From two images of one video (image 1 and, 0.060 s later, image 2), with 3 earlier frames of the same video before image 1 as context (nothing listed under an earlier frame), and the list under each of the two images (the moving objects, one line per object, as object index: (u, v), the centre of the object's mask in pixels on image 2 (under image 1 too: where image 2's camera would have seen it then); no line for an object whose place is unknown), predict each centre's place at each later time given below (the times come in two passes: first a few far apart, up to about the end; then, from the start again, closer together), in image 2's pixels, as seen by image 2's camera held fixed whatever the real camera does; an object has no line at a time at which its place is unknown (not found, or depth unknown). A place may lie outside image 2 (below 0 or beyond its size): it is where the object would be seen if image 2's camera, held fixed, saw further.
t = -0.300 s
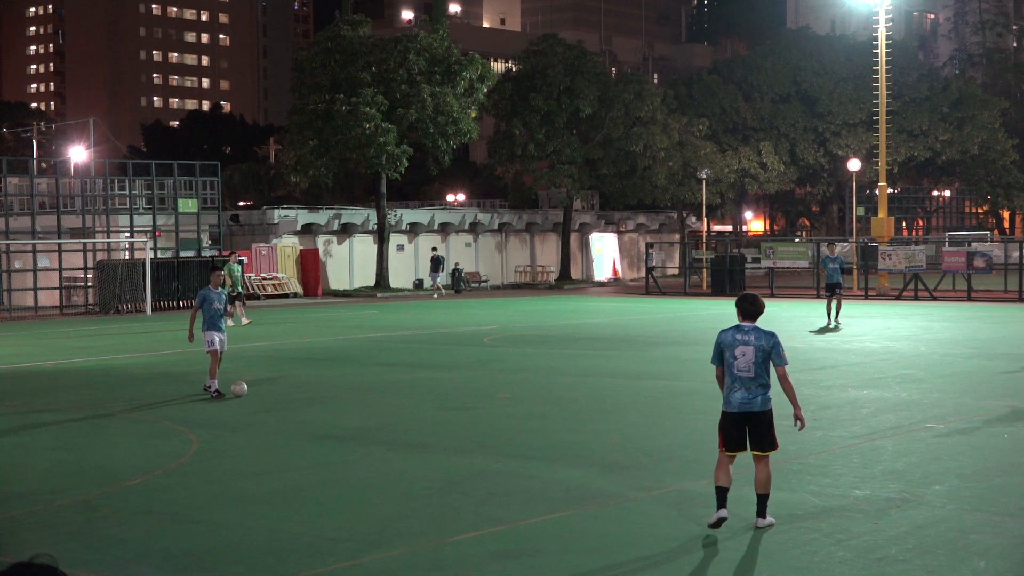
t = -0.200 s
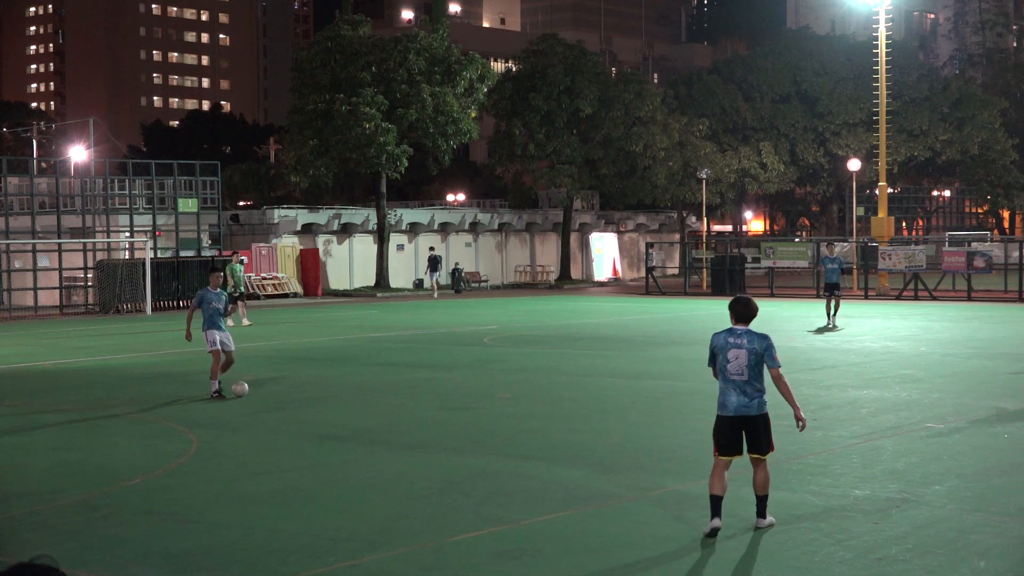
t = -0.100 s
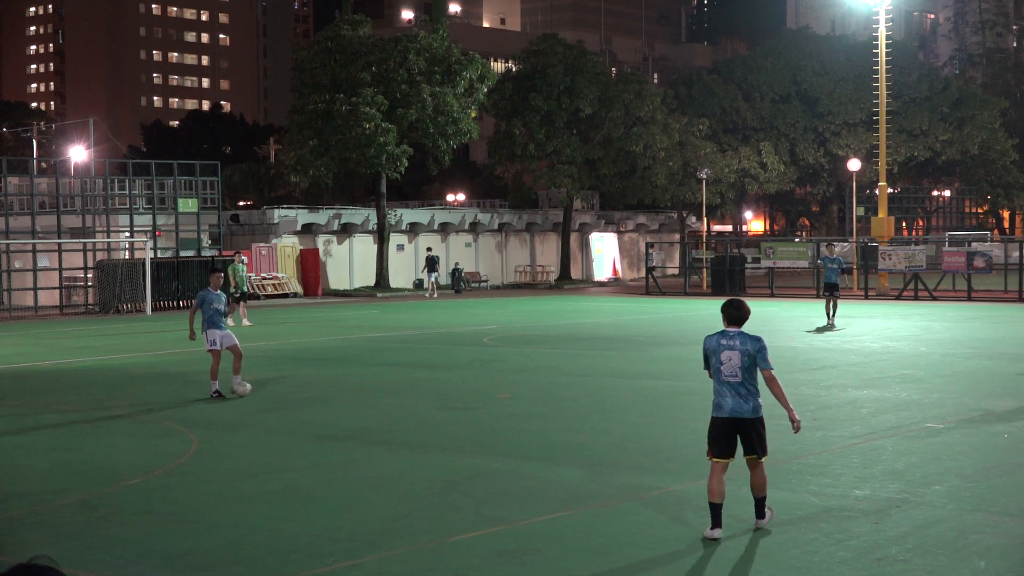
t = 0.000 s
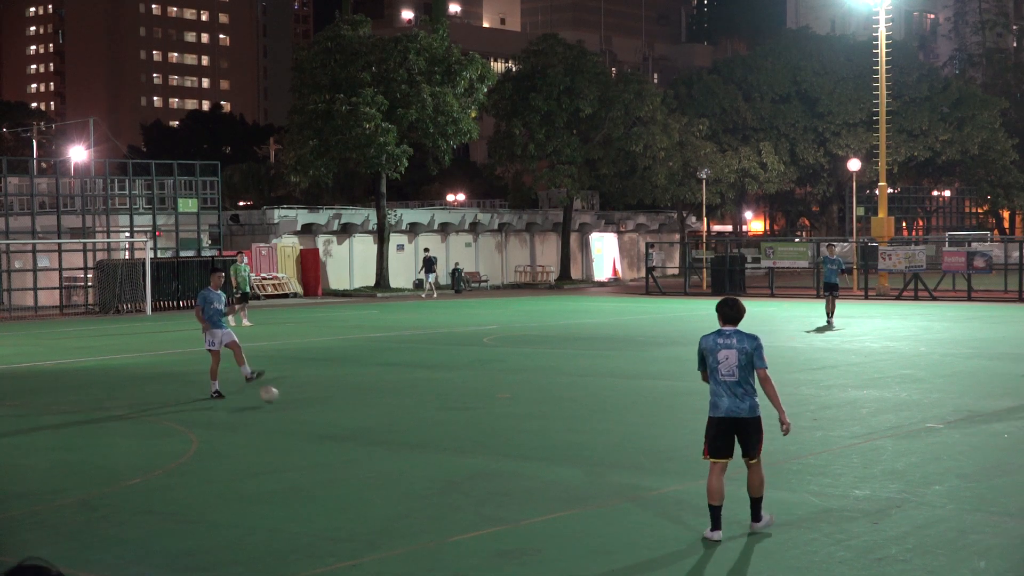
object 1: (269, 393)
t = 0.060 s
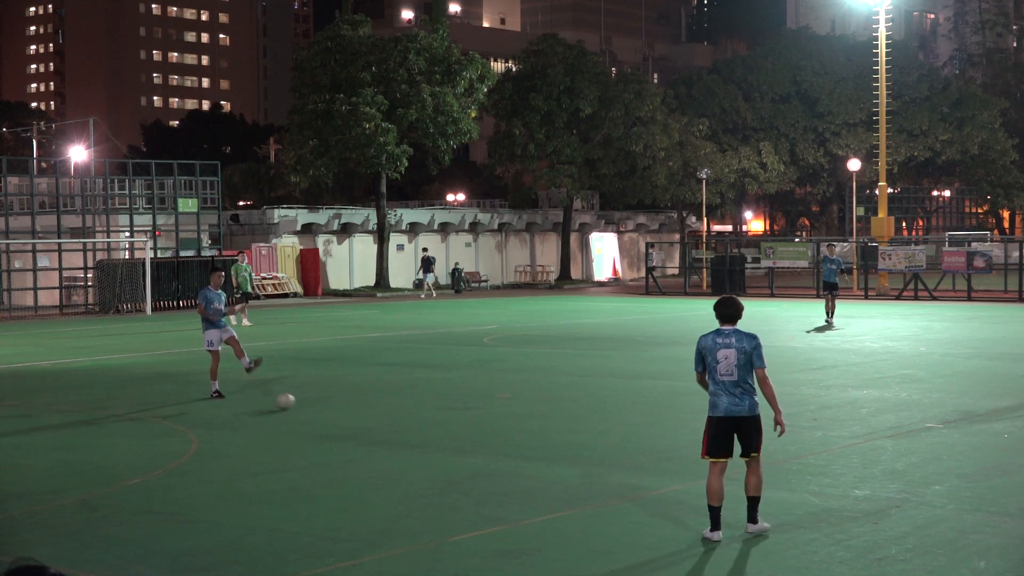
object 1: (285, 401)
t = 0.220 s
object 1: (326, 412)
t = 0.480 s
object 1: (389, 429)
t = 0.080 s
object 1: (290, 401)
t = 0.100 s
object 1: (295, 402)
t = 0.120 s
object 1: (300, 403)
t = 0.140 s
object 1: (305, 404)
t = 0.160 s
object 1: (310, 405)
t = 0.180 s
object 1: (315, 407)
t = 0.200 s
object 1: (320, 409)
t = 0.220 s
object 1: (326, 412)
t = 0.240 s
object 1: (331, 413)
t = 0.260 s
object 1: (336, 414)
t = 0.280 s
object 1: (340, 415)
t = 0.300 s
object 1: (345, 416)
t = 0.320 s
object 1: (350, 417)
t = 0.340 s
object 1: (355, 419)
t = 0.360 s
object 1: (360, 420)
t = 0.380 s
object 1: (365, 421)
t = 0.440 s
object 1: (380, 424)
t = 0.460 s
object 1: (384, 428)
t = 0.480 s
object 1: (389, 429)
